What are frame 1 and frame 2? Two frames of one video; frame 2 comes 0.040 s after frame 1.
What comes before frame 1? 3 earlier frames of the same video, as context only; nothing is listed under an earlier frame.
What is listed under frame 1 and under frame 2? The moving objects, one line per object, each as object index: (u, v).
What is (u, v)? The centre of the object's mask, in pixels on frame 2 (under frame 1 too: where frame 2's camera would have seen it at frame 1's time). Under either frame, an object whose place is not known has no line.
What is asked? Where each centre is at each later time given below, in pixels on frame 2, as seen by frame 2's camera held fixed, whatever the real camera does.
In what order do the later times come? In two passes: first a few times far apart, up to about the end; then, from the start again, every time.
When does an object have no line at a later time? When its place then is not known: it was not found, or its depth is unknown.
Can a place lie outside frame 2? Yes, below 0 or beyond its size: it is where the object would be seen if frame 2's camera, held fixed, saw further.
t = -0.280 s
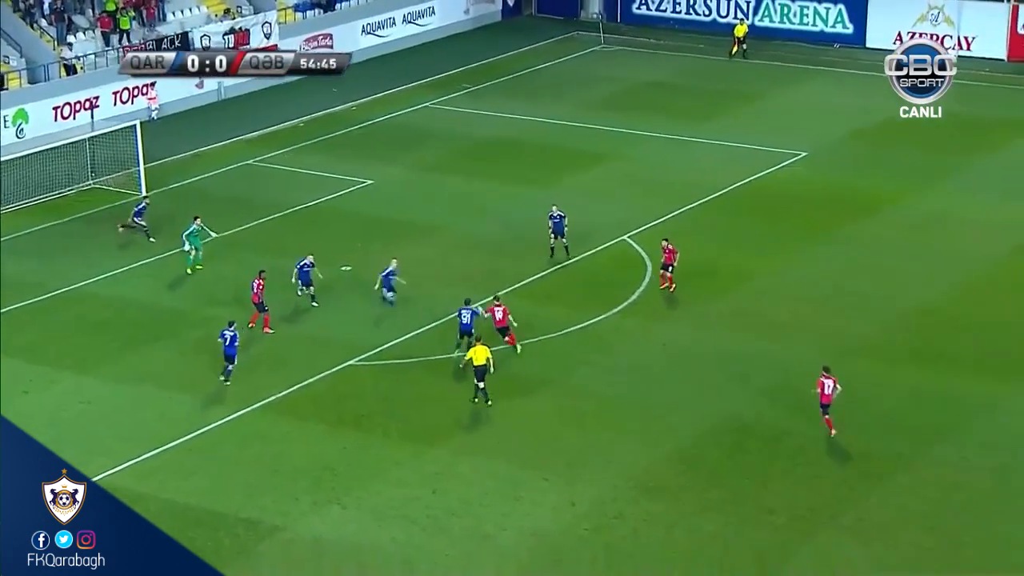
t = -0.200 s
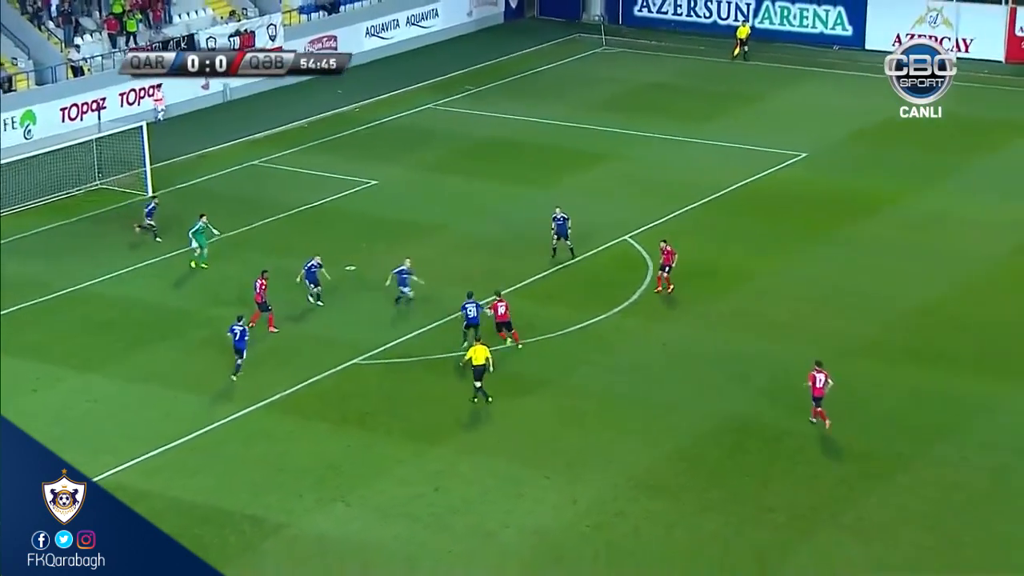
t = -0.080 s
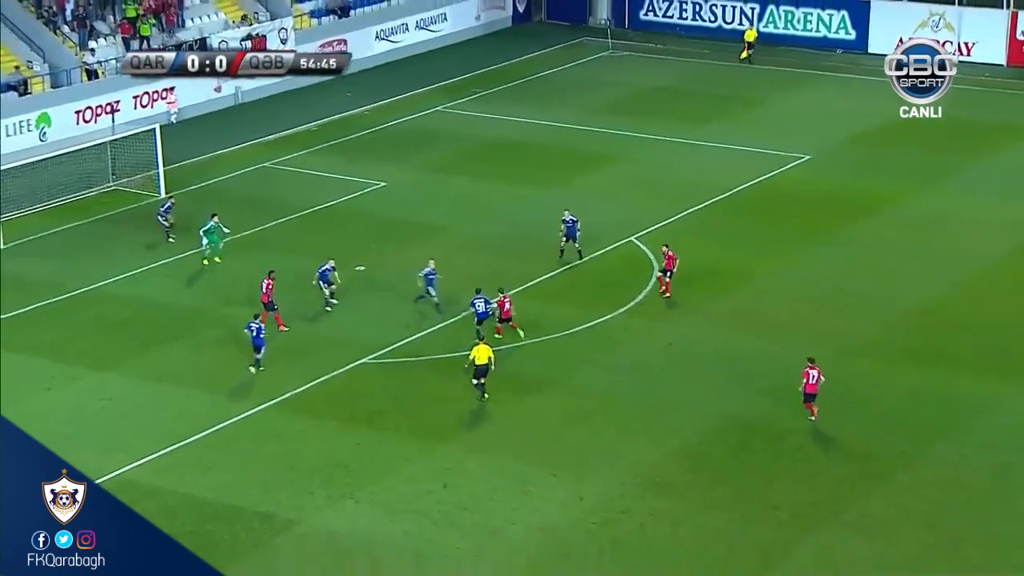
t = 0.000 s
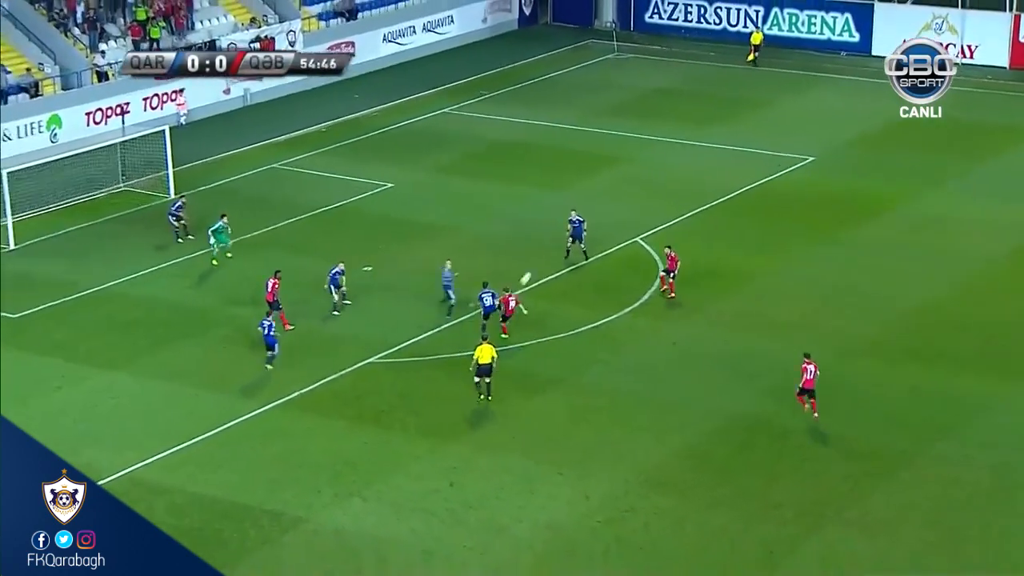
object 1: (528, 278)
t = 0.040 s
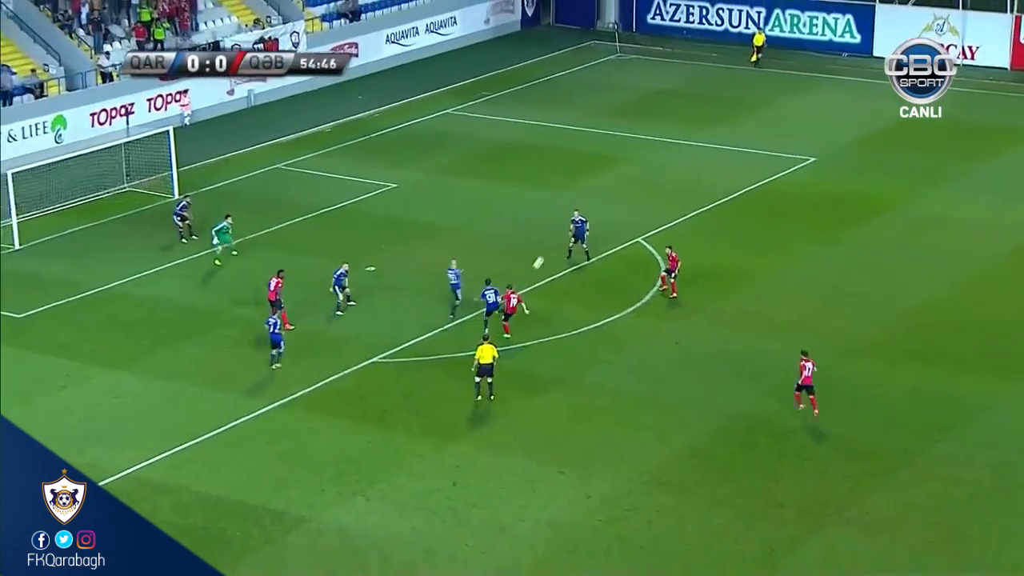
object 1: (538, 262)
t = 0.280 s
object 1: (596, 184)
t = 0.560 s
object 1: (657, 125)
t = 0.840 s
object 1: (718, 95)
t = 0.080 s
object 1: (548, 248)
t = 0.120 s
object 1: (558, 234)
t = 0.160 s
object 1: (566, 220)
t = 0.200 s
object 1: (577, 208)
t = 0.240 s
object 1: (586, 196)
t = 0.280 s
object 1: (596, 184)
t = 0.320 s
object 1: (605, 174)
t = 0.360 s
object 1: (613, 164)
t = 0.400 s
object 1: (622, 155)
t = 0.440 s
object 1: (631, 147)
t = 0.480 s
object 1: (639, 139)
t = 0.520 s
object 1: (648, 132)
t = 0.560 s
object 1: (657, 125)
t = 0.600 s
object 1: (666, 119)
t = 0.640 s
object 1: (676, 113)
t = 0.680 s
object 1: (684, 109)
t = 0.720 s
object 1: (692, 104)
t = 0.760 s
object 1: (701, 101)
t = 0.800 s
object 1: (709, 97)
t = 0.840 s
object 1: (718, 95)
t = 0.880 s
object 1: (726, 93)
